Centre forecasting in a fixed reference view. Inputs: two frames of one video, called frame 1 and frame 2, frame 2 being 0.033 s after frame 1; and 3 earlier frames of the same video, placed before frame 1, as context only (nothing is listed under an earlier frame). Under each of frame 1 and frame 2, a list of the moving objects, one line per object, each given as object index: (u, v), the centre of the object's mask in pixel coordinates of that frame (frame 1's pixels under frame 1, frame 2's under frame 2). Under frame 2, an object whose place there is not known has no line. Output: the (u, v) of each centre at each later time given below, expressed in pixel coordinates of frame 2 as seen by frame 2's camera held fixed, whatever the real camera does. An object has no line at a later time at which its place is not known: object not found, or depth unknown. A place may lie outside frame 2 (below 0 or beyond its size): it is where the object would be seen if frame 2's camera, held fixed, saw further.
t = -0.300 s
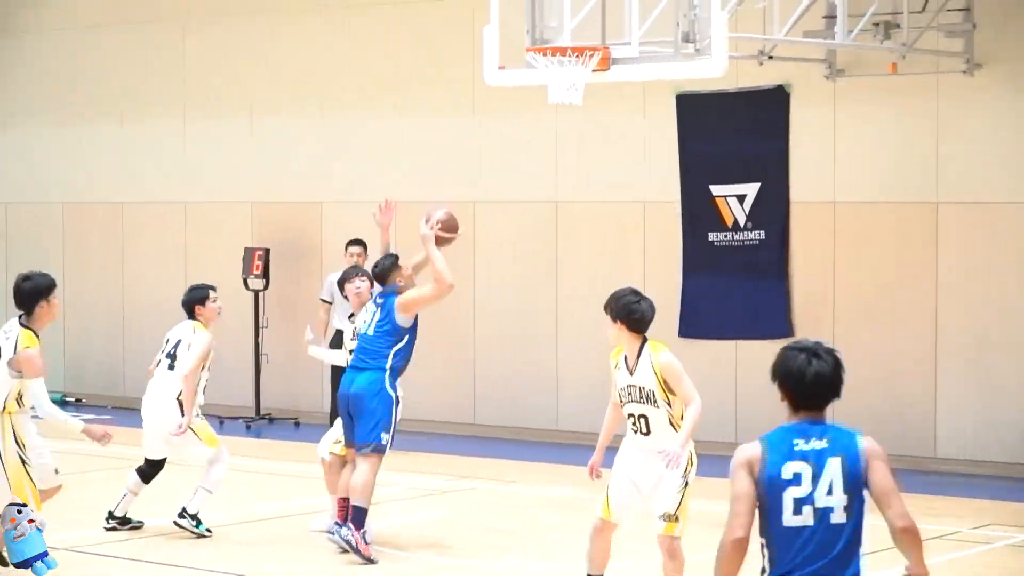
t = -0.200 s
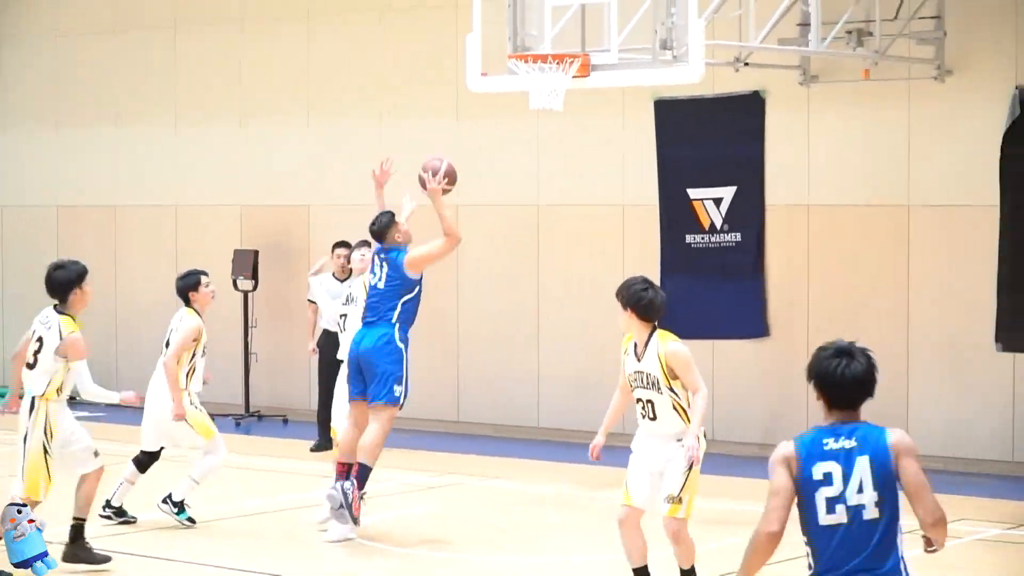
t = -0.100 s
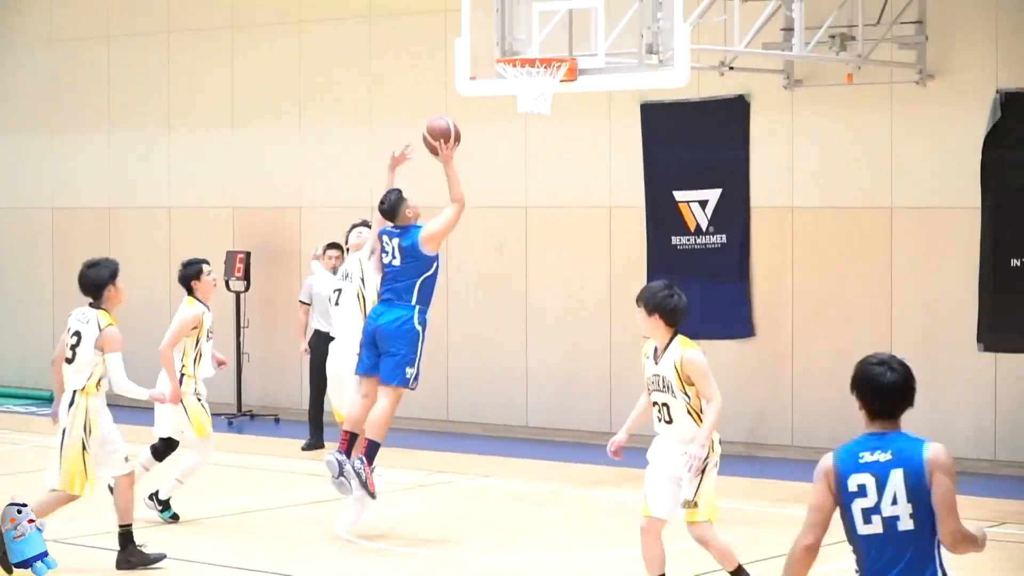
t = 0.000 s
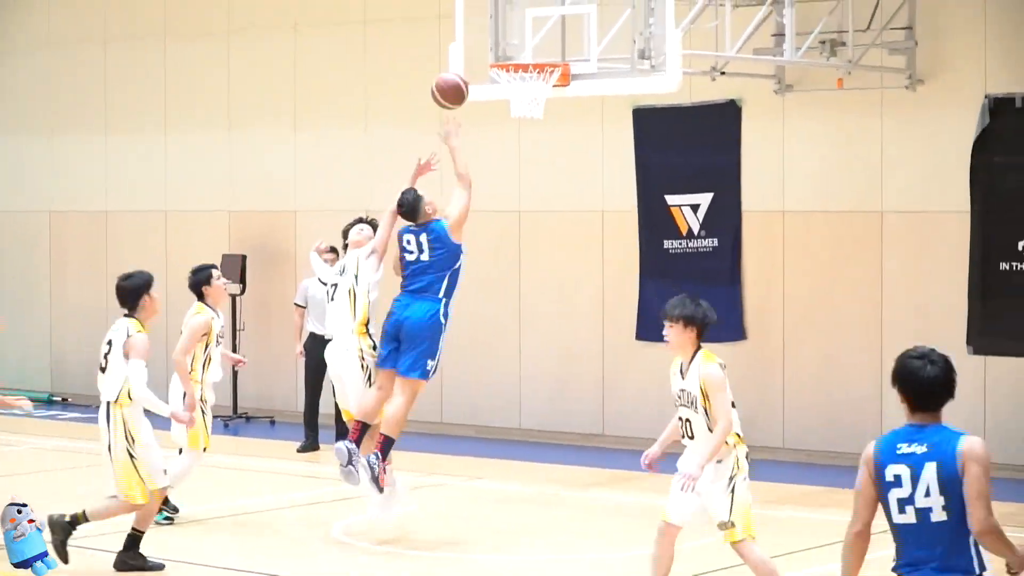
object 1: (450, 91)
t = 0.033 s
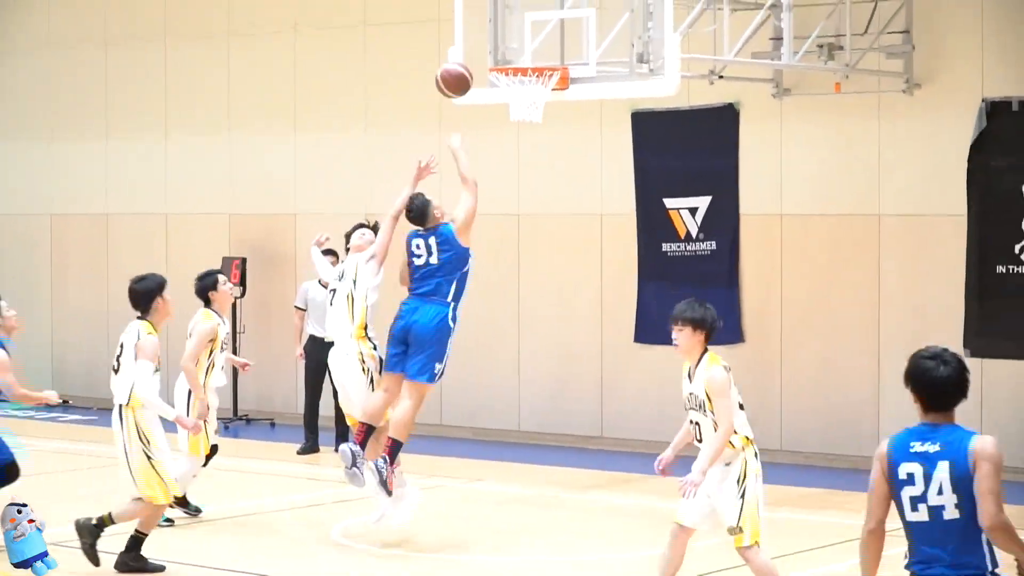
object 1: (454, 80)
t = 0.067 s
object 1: (458, 67)
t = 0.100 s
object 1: (463, 56)
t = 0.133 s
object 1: (468, 46)
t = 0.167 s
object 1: (472, 38)
